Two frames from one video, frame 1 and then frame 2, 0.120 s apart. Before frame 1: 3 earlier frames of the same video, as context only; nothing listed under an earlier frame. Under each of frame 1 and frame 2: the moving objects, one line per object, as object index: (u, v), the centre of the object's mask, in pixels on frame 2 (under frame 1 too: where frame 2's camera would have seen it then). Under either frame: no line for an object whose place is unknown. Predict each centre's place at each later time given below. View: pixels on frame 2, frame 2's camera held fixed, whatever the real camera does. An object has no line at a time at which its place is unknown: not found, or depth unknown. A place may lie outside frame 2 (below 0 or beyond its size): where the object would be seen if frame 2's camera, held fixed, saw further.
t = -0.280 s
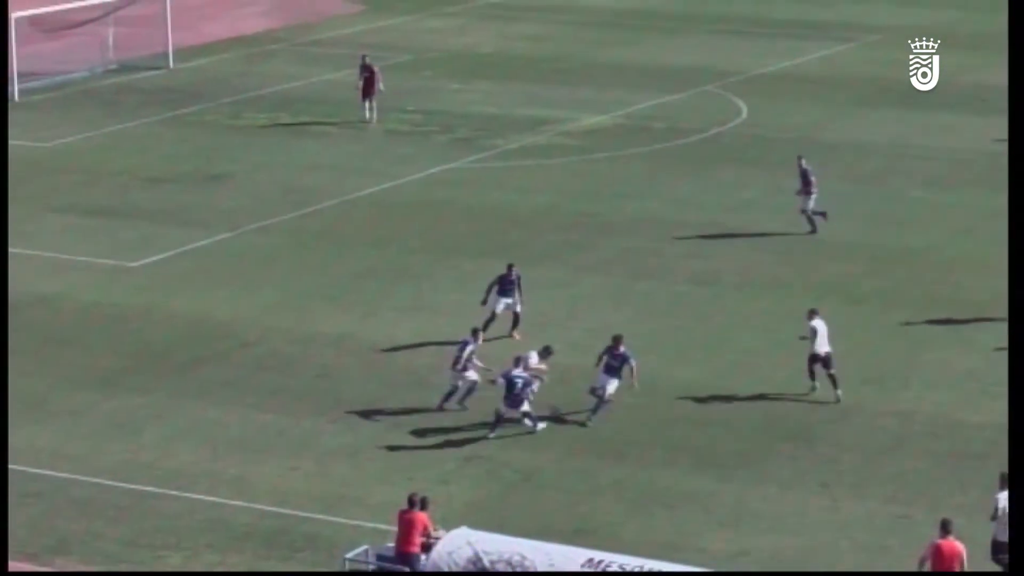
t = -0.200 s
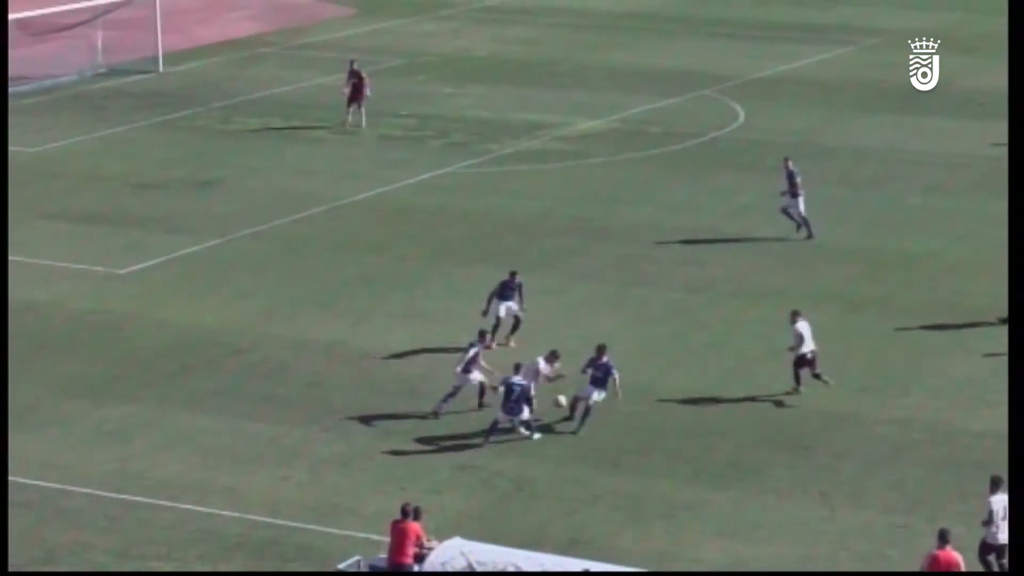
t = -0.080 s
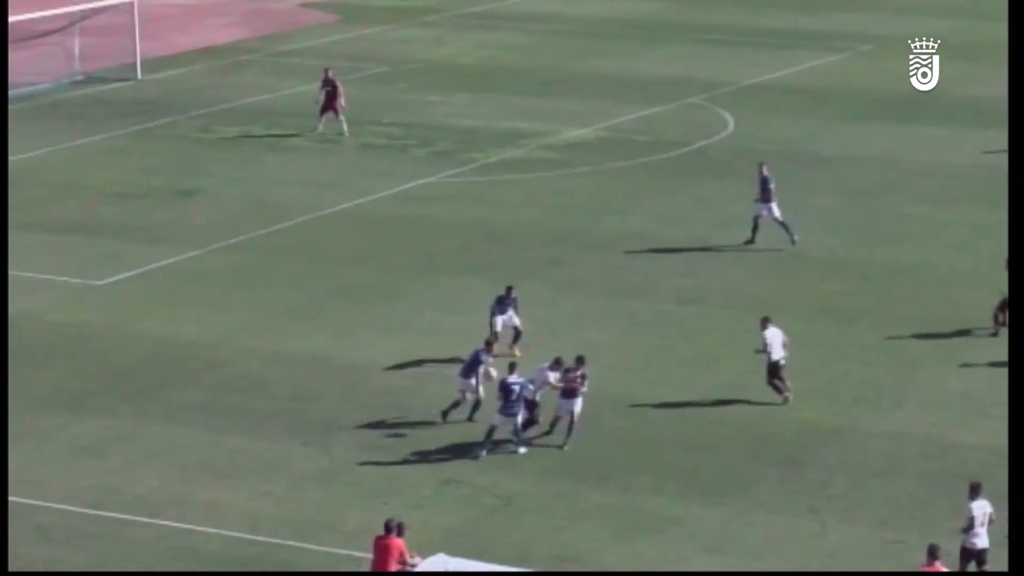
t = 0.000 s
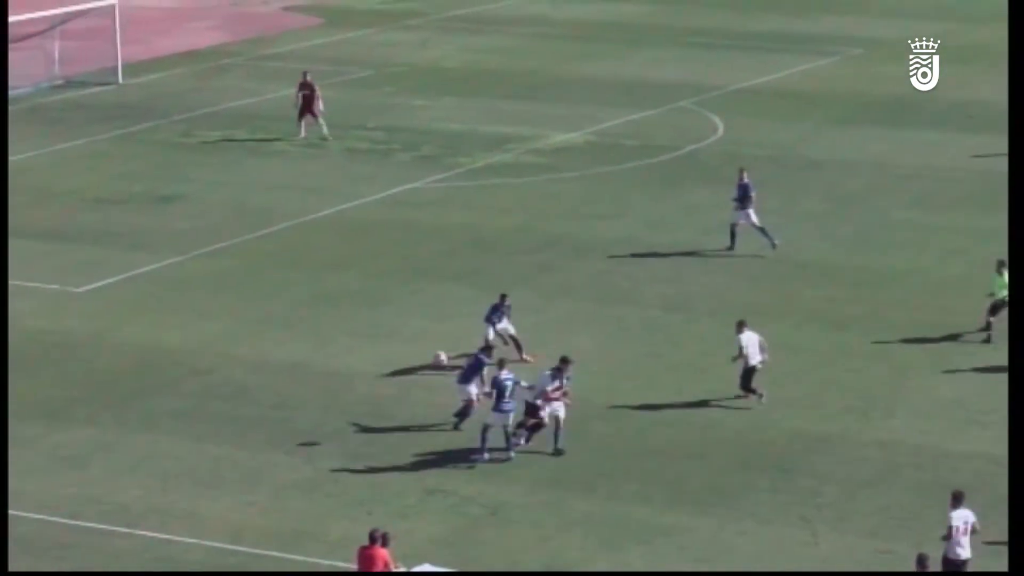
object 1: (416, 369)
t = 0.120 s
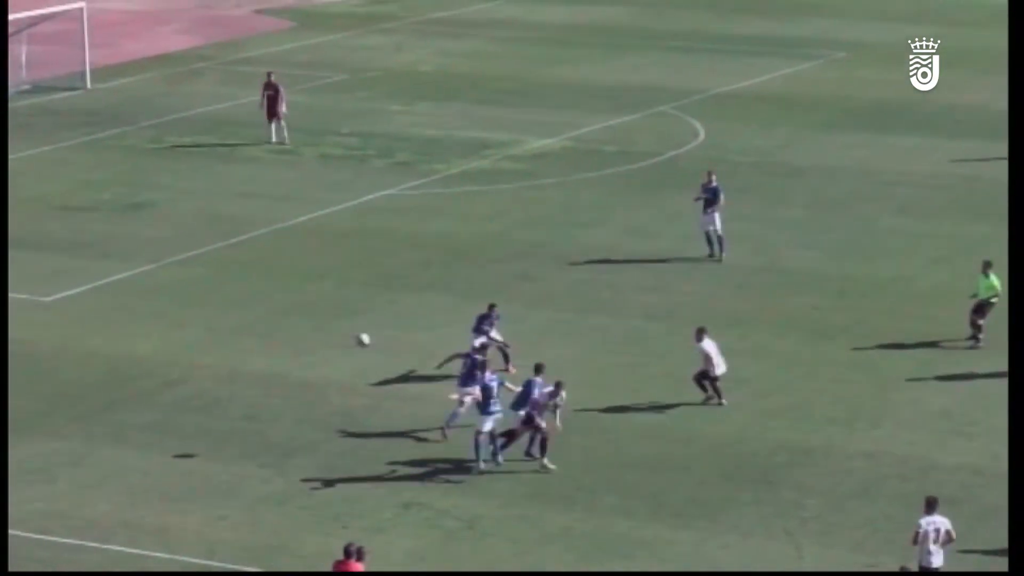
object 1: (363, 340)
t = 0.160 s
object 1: (345, 332)
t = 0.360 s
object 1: (262, 305)
